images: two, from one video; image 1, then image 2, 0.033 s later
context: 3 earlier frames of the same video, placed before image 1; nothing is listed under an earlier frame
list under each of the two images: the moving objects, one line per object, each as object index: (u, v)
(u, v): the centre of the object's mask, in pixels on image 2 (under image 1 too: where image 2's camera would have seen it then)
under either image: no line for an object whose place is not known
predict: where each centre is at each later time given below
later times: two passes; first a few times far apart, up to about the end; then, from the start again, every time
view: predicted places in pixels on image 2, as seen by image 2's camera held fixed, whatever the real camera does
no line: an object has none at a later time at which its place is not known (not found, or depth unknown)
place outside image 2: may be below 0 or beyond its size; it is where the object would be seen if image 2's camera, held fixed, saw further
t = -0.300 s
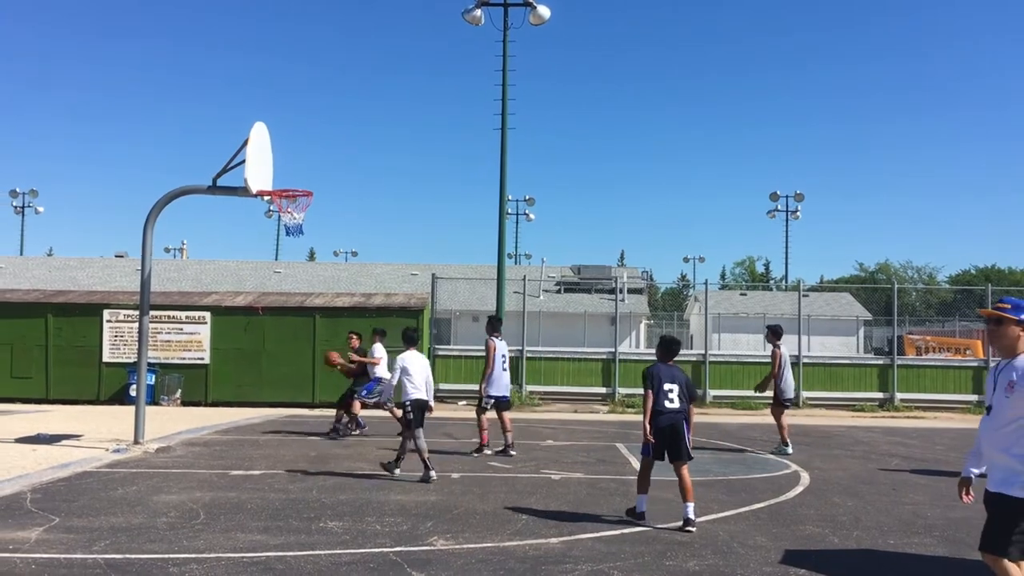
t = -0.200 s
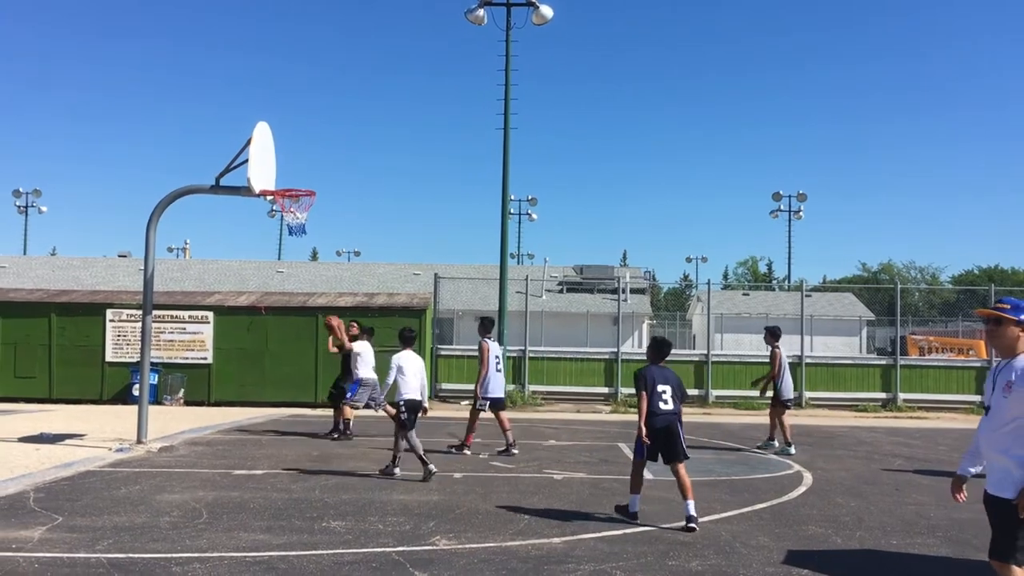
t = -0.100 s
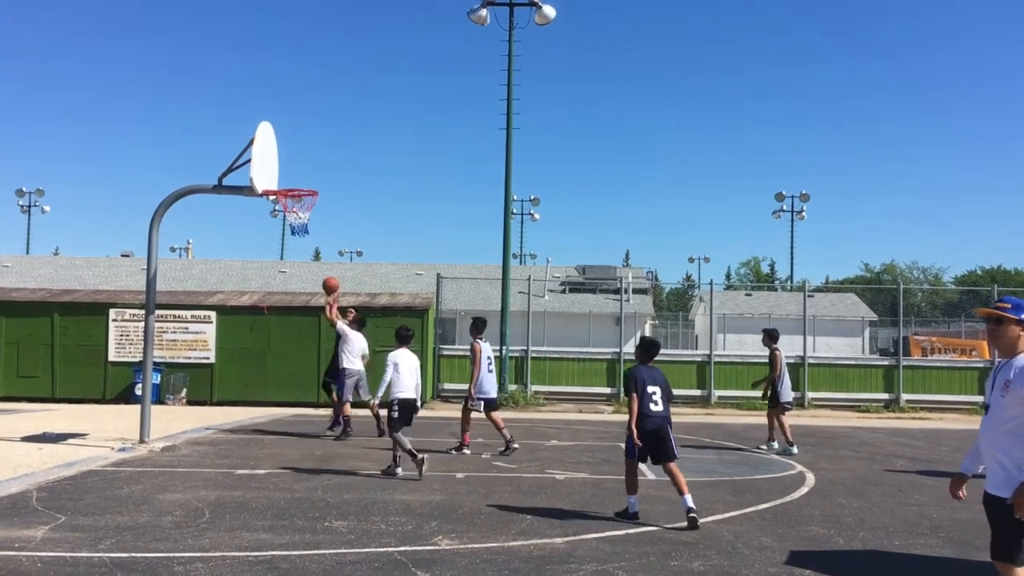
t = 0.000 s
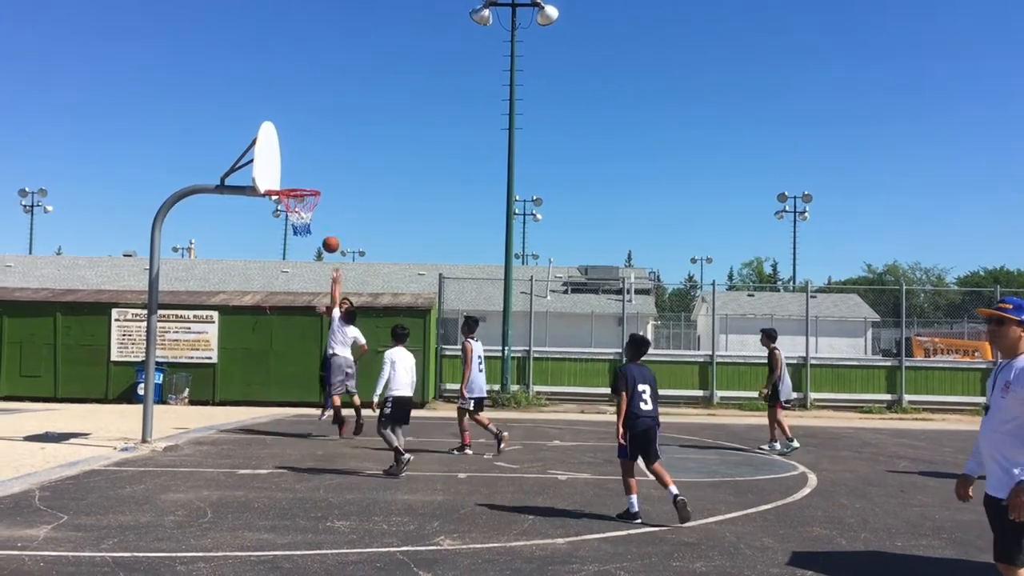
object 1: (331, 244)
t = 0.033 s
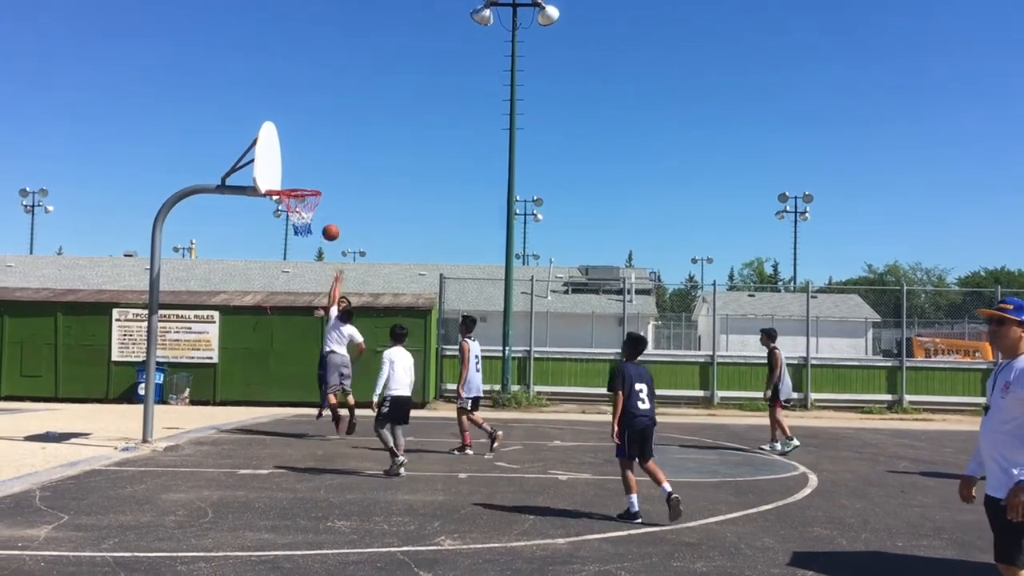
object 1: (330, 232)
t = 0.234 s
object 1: (326, 175)
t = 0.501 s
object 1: (319, 141)
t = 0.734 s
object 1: (313, 155)
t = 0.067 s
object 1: (329, 221)
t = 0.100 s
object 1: (329, 210)
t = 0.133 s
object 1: (328, 200)
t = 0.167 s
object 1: (327, 191)
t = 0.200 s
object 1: (326, 182)
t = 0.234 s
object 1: (326, 175)
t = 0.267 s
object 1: (325, 168)
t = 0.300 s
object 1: (324, 161)
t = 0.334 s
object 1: (323, 156)
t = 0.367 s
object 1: (322, 152)
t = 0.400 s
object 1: (321, 148)
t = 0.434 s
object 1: (320, 144)
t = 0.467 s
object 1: (320, 142)
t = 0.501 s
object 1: (319, 141)
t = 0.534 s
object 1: (318, 140)
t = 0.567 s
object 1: (317, 141)
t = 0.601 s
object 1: (316, 142)
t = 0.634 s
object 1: (315, 144)
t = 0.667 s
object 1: (314, 147)
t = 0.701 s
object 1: (314, 150)
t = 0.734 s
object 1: (313, 155)
